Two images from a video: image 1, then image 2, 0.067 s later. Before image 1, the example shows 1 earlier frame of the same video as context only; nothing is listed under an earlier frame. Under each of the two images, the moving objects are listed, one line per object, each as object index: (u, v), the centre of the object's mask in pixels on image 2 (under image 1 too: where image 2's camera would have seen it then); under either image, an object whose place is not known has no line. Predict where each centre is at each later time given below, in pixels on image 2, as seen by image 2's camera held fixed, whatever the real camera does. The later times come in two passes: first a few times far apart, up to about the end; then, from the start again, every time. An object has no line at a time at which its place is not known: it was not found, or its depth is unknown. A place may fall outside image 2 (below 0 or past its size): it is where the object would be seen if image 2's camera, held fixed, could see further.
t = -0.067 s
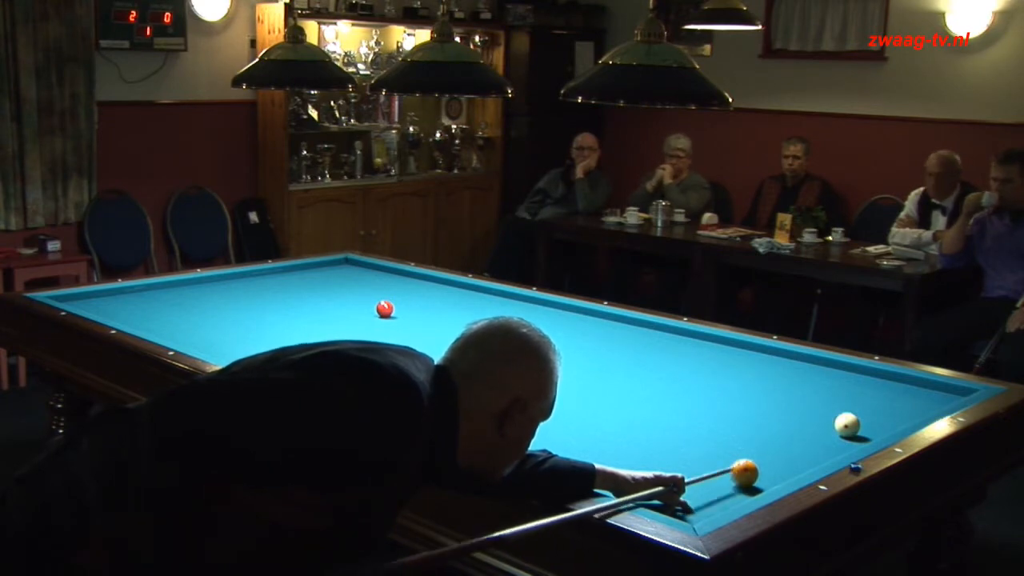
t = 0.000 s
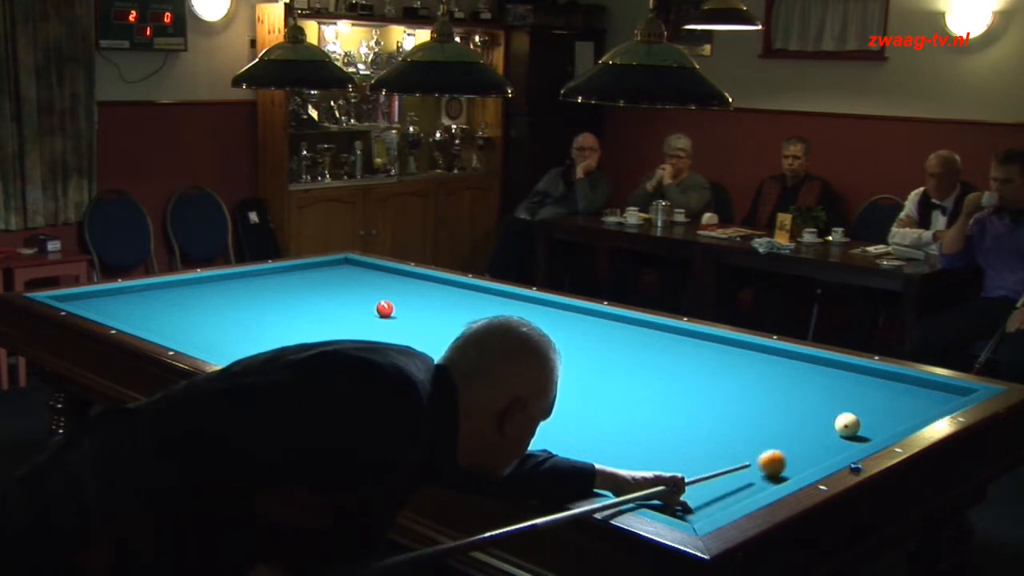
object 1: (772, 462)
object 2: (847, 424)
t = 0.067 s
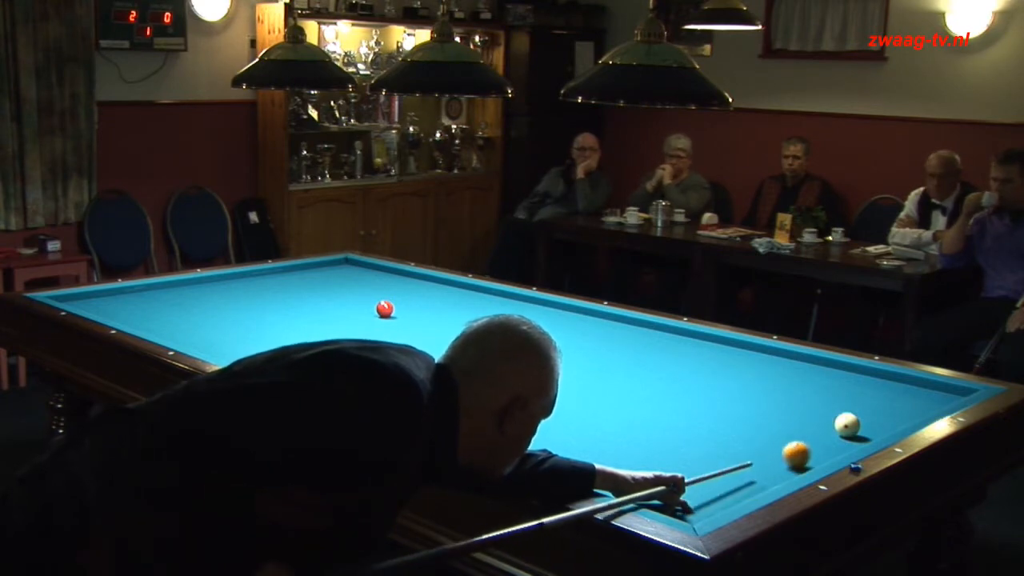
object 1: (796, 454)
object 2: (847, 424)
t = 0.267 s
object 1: (862, 431)
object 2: (843, 422)
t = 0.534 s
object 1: (887, 407)
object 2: (824, 405)
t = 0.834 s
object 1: (896, 380)
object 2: (804, 388)
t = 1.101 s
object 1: (841, 376)
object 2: (789, 375)
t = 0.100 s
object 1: (808, 450)
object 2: (847, 424)
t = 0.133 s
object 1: (819, 446)
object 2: (847, 425)
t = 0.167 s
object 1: (830, 442)
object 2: (847, 424)
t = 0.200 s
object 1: (841, 438)
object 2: (848, 422)
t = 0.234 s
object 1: (851, 433)
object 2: (845, 419)
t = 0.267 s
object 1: (862, 431)
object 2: (843, 422)
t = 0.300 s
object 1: (876, 429)
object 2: (842, 420)
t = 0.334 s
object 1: (880, 426)
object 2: (839, 418)
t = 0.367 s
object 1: (881, 424)
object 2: (836, 415)
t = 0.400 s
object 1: (882, 421)
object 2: (834, 413)
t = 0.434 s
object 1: (883, 417)
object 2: (831, 411)
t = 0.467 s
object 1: (885, 414)
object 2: (829, 409)
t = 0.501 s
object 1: (886, 410)
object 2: (826, 407)
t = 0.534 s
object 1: (887, 407)
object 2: (824, 405)
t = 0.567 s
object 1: (888, 403)
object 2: (821, 403)
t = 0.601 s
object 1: (889, 400)
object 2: (819, 401)
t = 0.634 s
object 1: (890, 397)
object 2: (817, 399)
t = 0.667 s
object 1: (891, 394)
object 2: (815, 397)
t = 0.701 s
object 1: (892, 391)
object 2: (813, 395)
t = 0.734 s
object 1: (893, 388)
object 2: (810, 394)
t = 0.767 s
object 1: (894, 385)
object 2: (808, 392)
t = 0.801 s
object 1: (895, 382)
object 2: (806, 390)
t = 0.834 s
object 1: (896, 380)
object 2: (804, 388)
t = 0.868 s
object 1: (897, 377)
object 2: (802, 386)
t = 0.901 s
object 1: (892, 376)
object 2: (800, 385)
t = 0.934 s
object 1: (882, 376)
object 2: (798, 384)
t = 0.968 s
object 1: (873, 376)
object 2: (796, 381)
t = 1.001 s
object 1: (865, 376)
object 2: (794, 380)
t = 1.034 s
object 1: (857, 376)
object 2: (792, 378)
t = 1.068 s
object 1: (848, 376)
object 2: (790, 377)
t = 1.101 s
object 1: (841, 376)
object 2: (789, 375)
